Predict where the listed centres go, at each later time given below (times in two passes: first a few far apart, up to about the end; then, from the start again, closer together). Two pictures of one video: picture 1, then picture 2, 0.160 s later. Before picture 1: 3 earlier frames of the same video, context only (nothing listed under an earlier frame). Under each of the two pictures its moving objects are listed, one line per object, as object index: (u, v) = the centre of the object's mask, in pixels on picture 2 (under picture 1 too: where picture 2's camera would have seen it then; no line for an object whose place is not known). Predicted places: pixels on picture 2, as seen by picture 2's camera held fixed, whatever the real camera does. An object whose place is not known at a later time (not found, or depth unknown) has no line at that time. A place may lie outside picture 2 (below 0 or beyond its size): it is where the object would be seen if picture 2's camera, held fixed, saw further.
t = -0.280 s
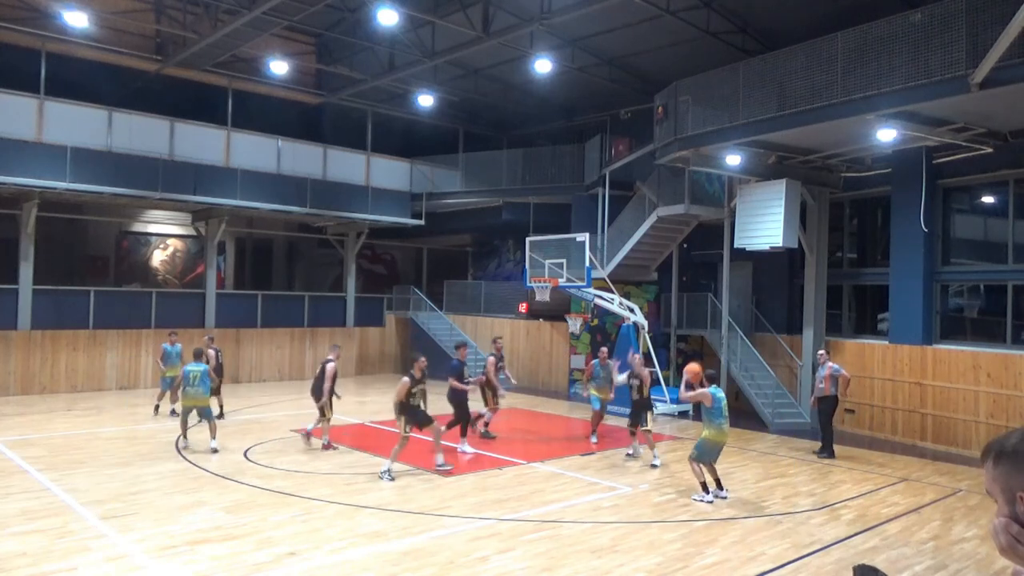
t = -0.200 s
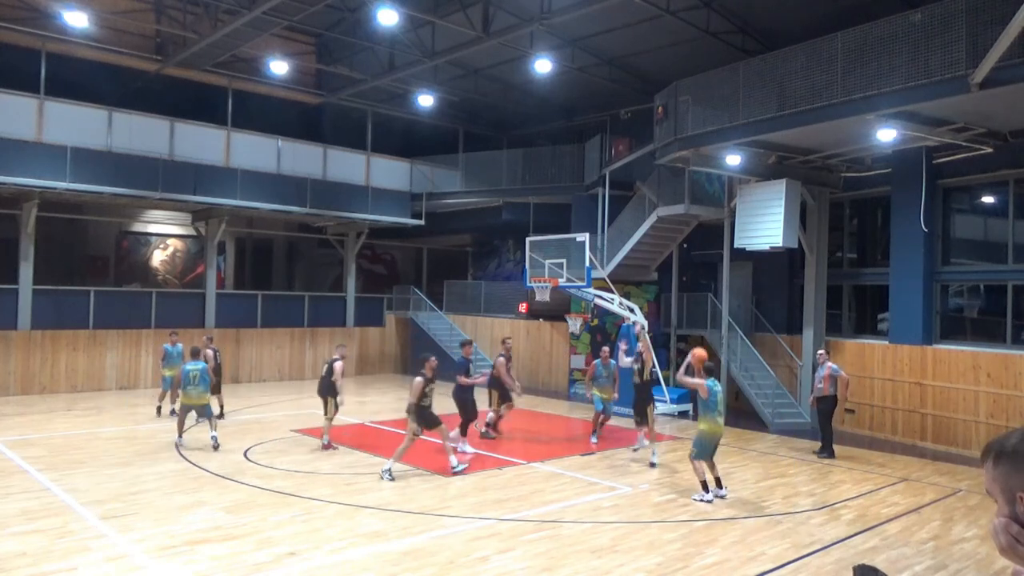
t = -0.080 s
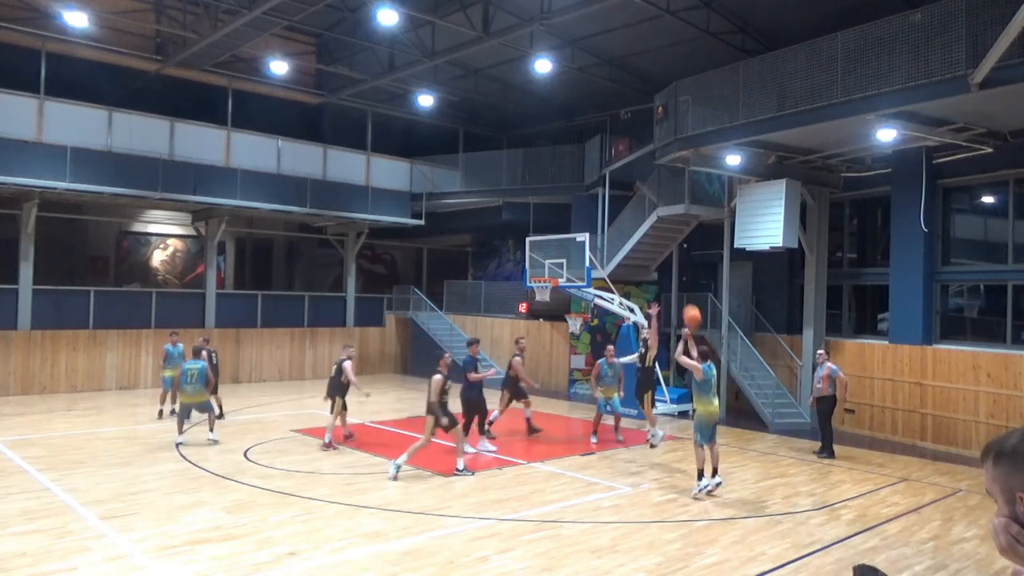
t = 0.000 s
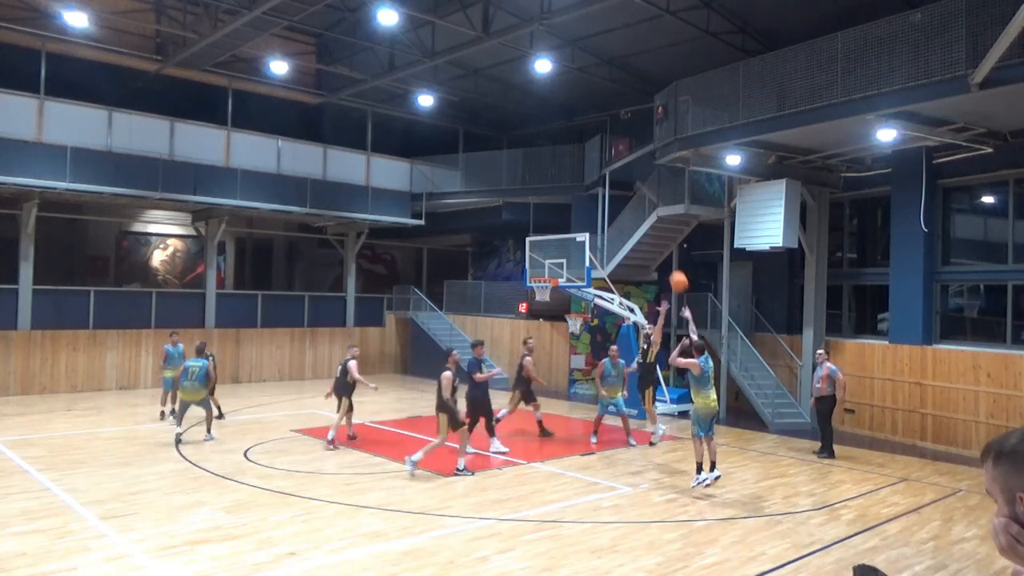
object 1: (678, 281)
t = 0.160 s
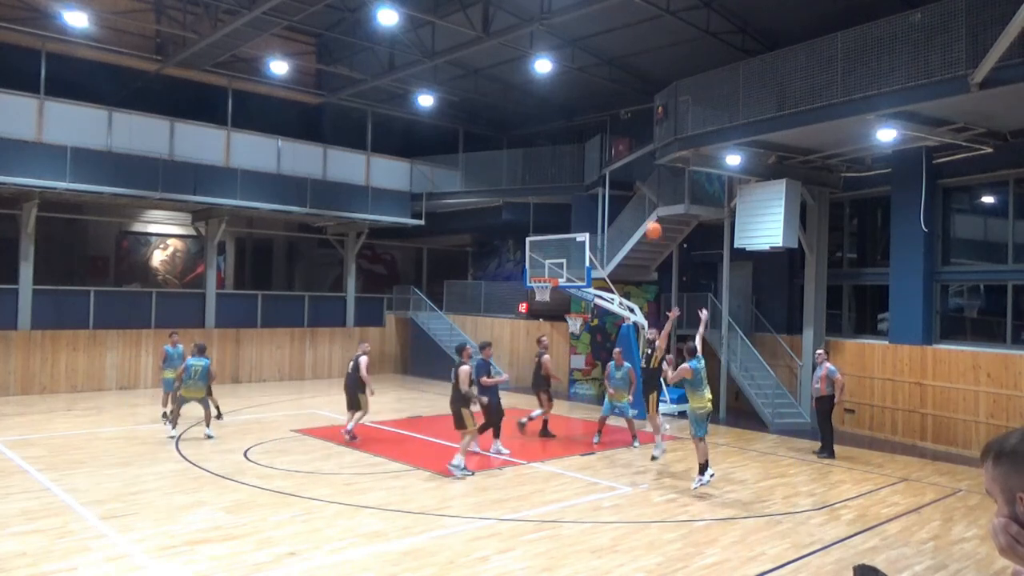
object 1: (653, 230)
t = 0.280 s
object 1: (635, 205)
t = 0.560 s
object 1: (600, 186)
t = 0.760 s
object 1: (578, 199)
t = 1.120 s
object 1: (542, 266)
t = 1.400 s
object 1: (541, 293)
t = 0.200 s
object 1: (646, 220)
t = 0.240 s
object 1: (641, 212)
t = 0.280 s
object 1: (635, 205)
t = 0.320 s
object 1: (630, 199)
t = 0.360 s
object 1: (625, 195)
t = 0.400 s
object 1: (620, 191)
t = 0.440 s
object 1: (615, 188)
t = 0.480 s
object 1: (609, 186)
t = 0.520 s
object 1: (604, 186)
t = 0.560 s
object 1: (600, 186)
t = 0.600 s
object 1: (595, 187)
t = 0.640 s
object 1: (591, 189)
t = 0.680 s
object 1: (587, 191)
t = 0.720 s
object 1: (582, 194)
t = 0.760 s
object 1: (578, 199)
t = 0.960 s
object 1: (557, 229)
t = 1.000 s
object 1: (553, 239)
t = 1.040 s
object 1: (550, 247)
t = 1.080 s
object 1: (546, 255)
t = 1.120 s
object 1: (542, 266)
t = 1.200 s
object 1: (535, 286)
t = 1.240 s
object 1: (536, 290)
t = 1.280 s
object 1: (536, 289)
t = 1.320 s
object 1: (538, 290)
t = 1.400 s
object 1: (541, 293)
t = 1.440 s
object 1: (543, 297)
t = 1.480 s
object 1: (544, 300)
